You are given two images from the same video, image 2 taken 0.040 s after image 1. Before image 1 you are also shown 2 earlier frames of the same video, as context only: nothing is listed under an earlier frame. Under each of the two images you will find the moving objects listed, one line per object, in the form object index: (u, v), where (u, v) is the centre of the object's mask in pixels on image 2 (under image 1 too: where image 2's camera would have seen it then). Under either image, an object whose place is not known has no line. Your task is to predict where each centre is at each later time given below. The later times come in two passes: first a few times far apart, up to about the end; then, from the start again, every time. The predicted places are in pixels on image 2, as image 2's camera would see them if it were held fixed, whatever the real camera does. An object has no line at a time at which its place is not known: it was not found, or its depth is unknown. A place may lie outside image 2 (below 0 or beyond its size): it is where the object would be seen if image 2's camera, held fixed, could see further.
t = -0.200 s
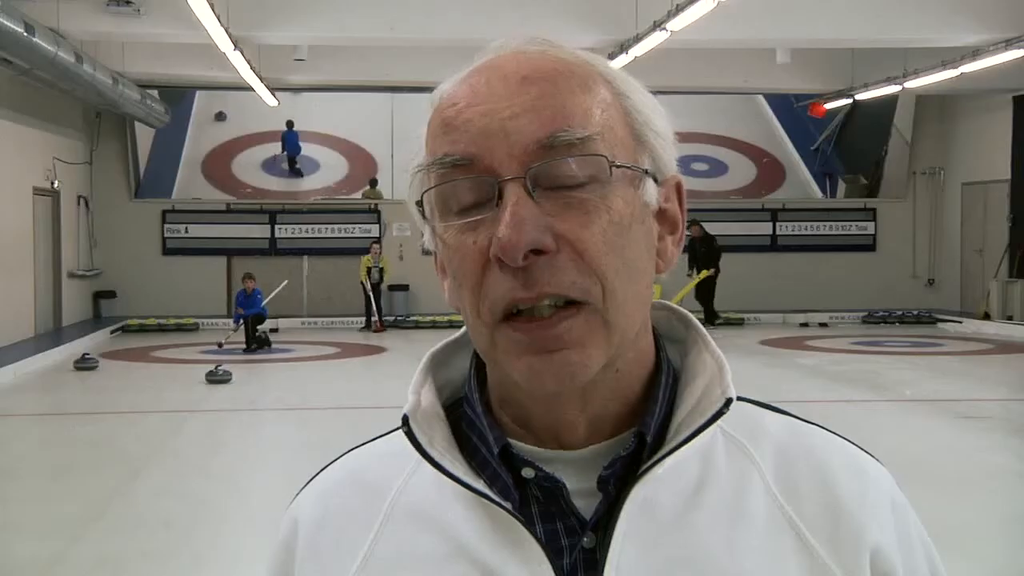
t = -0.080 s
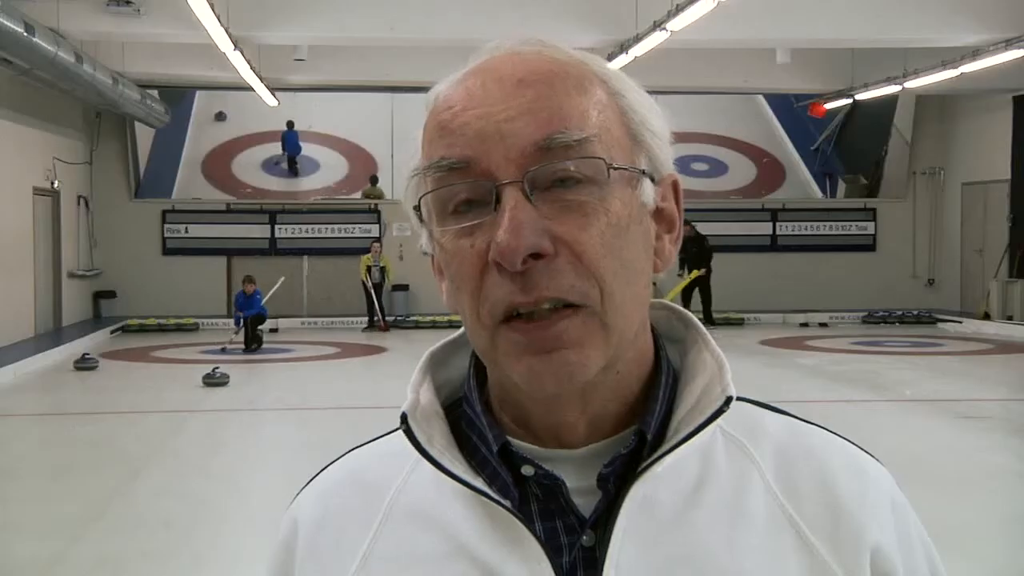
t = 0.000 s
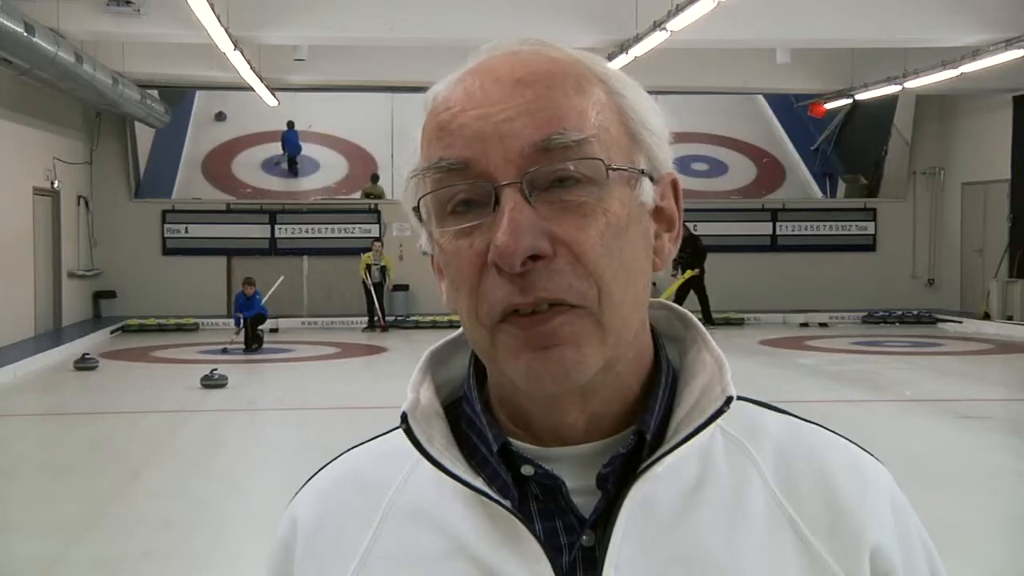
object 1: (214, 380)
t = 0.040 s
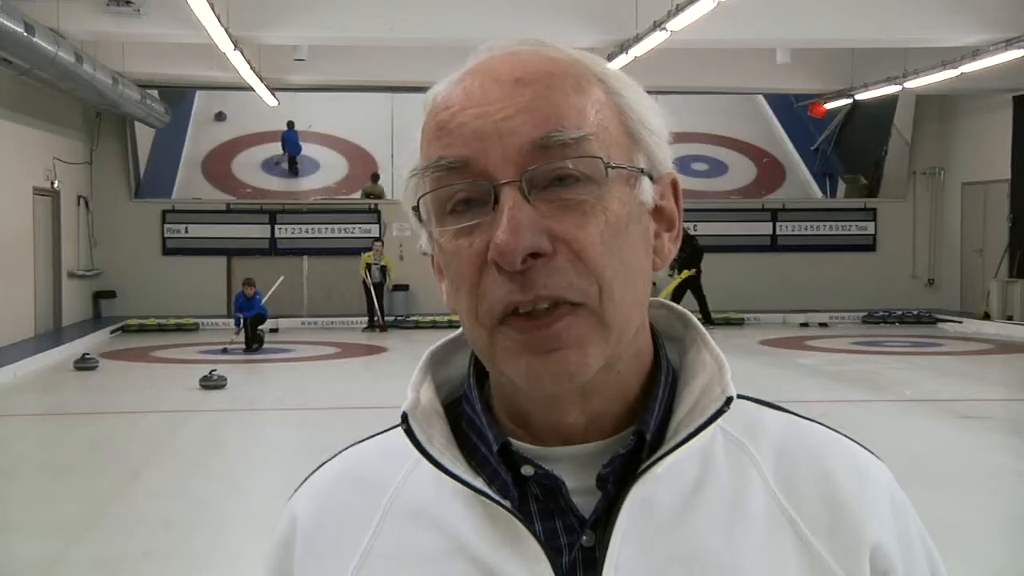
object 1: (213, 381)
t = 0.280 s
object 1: (207, 386)
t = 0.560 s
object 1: (199, 393)
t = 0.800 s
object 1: (193, 399)
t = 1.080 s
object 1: (184, 407)
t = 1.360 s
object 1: (174, 416)
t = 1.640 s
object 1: (164, 425)
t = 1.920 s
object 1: (153, 436)
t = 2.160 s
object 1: (141, 446)
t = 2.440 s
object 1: (126, 458)
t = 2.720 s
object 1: (110, 472)
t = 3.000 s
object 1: (92, 487)
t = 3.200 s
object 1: (77, 499)
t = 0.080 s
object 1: (212, 382)
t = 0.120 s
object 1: (211, 382)
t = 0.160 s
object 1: (210, 383)
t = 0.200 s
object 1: (209, 384)
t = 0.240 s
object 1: (208, 385)
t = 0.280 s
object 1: (207, 386)
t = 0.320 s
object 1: (206, 387)
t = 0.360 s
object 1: (205, 388)
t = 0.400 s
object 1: (204, 389)
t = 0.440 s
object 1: (203, 390)
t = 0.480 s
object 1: (202, 391)
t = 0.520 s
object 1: (200, 392)
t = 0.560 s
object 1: (199, 393)
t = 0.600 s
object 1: (198, 394)
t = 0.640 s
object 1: (197, 395)
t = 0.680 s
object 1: (196, 396)
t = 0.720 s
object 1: (195, 397)
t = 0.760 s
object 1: (194, 398)
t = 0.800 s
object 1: (193, 399)
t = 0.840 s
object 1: (192, 401)
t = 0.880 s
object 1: (191, 402)
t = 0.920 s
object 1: (189, 403)
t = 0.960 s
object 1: (188, 404)
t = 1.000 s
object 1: (187, 405)
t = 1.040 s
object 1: (185, 406)
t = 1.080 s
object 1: (184, 407)
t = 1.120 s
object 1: (183, 408)
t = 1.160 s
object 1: (181, 410)
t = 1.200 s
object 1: (180, 411)
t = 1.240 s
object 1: (179, 412)
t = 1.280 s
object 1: (177, 413)
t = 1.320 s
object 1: (176, 414)
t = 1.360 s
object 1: (174, 416)
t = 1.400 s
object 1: (173, 417)
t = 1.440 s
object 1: (171, 418)
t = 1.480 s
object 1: (170, 420)
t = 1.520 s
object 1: (169, 421)
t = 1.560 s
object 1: (167, 423)
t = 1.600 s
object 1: (166, 424)
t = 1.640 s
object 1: (164, 425)
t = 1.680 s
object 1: (163, 427)
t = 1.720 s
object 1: (161, 428)
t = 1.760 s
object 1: (159, 430)
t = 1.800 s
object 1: (158, 431)
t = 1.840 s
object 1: (156, 433)
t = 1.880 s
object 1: (154, 434)
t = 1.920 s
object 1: (153, 436)
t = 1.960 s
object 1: (151, 438)
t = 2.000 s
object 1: (149, 439)
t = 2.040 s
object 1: (147, 441)
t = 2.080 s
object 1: (145, 442)
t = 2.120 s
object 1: (143, 444)
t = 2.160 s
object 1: (141, 446)
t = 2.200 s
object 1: (139, 448)
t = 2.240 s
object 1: (137, 449)
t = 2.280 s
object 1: (135, 451)
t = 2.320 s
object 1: (133, 453)
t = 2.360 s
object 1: (131, 455)
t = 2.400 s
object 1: (129, 456)
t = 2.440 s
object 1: (126, 458)
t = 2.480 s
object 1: (124, 460)
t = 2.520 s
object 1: (122, 462)
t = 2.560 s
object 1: (120, 464)
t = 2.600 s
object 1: (117, 466)
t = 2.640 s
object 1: (115, 468)
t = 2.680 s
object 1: (112, 470)
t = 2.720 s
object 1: (110, 472)
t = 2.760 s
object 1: (107, 474)
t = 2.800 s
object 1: (105, 476)
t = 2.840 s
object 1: (102, 478)
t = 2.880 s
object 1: (100, 480)
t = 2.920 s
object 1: (97, 483)
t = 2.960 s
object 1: (94, 485)
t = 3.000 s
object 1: (92, 487)
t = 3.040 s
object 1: (89, 490)
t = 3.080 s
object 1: (86, 492)
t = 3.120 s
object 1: (83, 494)
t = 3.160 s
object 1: (80, 497)
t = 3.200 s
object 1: (77, 499)
